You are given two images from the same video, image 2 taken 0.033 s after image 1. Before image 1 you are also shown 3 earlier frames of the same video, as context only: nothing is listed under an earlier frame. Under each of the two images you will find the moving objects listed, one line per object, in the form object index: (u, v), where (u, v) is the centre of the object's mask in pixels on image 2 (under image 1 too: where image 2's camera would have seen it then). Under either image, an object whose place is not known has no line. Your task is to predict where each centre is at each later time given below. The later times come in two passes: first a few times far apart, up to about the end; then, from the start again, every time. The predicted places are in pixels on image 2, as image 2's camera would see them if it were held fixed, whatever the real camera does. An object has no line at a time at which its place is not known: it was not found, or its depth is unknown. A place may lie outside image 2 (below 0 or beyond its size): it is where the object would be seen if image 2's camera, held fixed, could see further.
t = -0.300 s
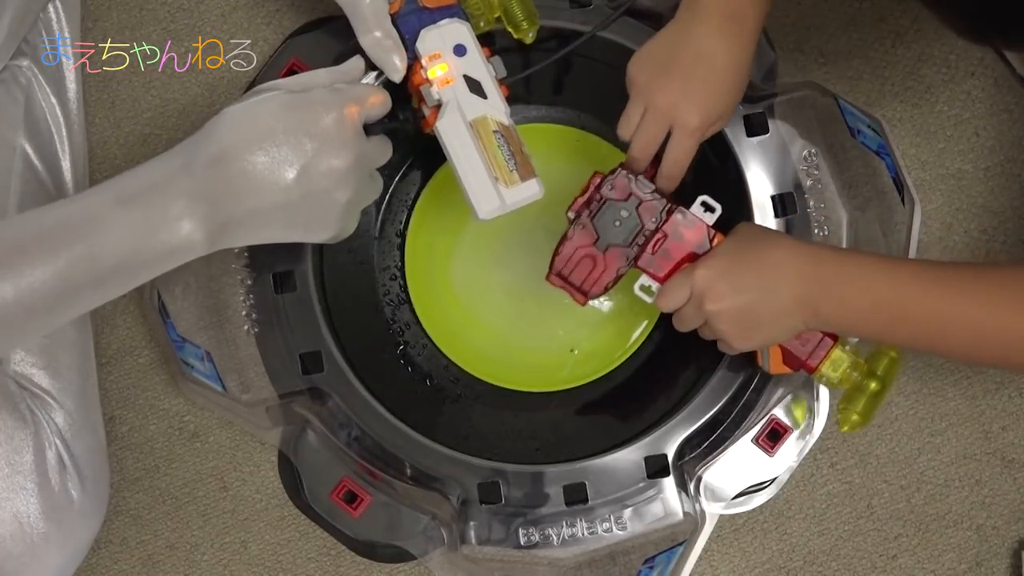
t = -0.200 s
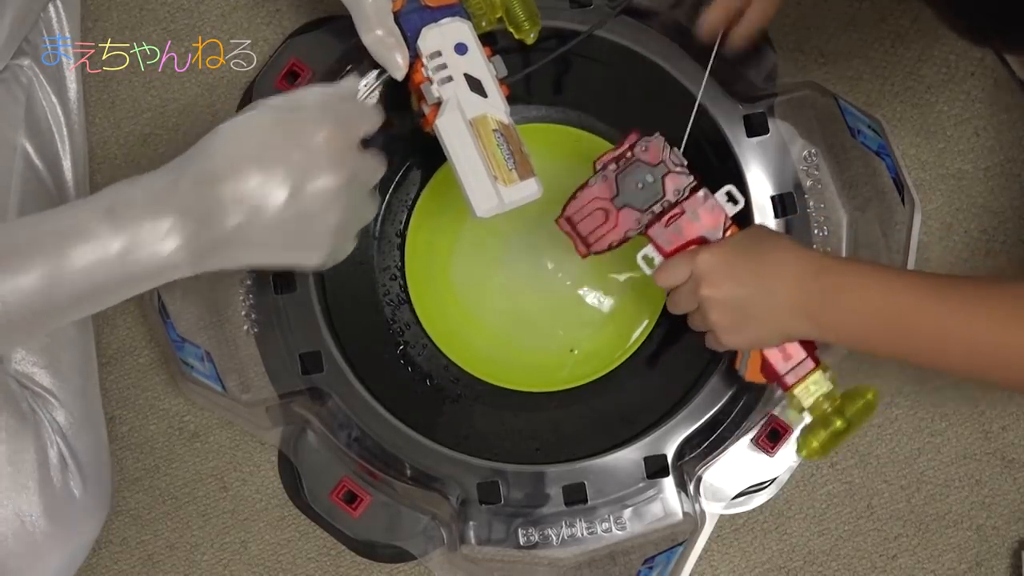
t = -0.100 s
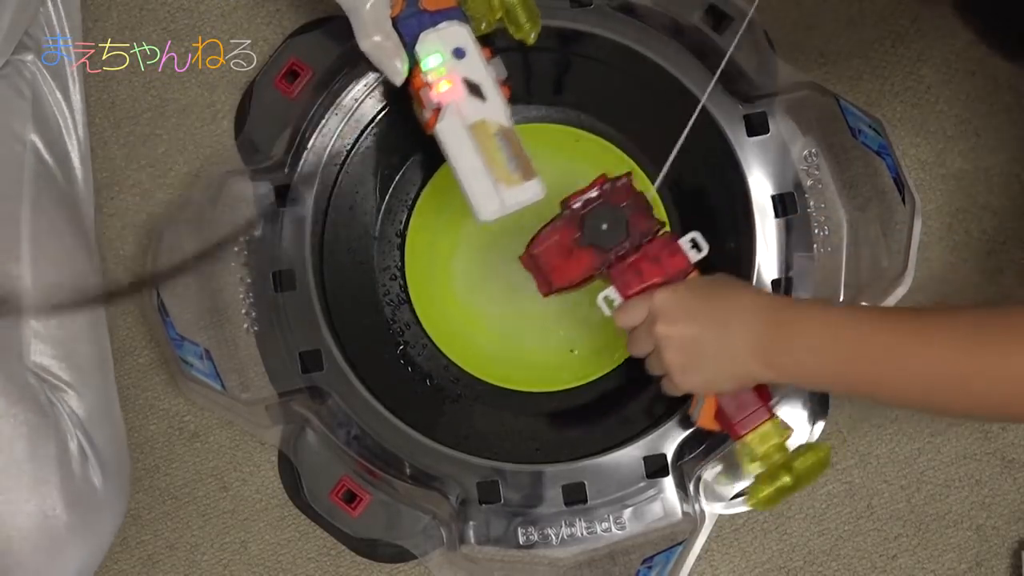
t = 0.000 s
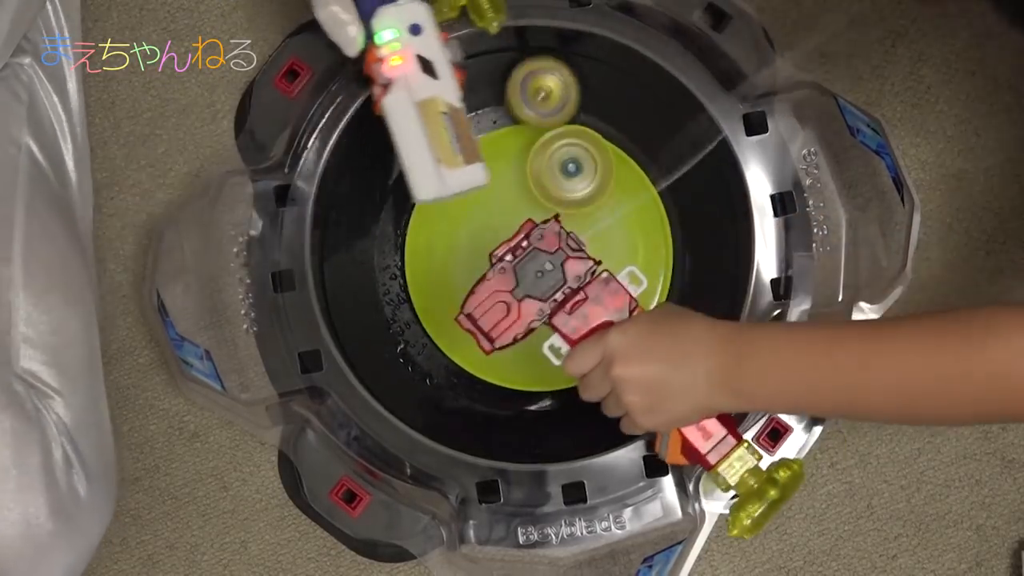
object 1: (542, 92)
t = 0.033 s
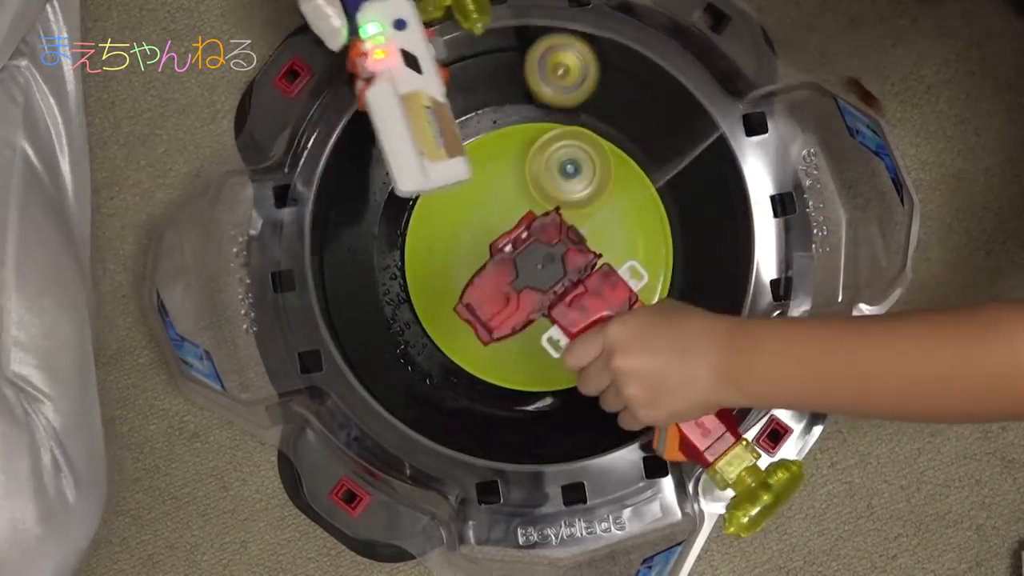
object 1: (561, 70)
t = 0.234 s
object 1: (594, 87)
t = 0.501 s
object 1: (605, 109)
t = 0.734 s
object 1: (572, 92)
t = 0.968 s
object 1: (481, 117)
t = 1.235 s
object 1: (425, 154)
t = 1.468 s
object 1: (454, 184)
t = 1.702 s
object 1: (427, 196)
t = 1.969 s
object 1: (407, 259)
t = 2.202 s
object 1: (417, 289)
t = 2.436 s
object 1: (411, 275)
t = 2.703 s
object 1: (410, 261)
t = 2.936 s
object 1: (410, 258)
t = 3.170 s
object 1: (411, 265)
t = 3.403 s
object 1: (411, 272)
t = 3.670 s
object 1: (415, 285)
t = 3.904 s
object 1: (425, 311)
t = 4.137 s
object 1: (435, 324)
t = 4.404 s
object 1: (426, 311)
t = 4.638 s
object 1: (415, 286)
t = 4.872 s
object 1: (413, 276)
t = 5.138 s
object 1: (417, 292)
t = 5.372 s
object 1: (421, 304)
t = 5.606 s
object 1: (420, 299)
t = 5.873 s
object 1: (415, 280)
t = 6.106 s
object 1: (412, 272)
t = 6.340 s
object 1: (415, 285)
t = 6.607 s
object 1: (420, 299)
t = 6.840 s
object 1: (418, 296)
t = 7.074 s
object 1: (414, 284)
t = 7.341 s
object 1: (414, 283)
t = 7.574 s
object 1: (415, 286)
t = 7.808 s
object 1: (415, 289)
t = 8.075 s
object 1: (414, 288)
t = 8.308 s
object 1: (415, 278)
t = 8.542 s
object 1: (412, 275)
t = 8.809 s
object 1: (414, 282)
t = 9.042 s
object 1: (417, 294)
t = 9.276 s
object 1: (422, 304)
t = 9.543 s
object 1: (422, 306)
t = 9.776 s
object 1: (419, 300)
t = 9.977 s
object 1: (416, 287)
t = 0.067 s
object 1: (579, 49)
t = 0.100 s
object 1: (598, 32)
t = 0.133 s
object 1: (605, 32)
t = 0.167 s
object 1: (602, 46)
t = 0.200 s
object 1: (591, 81)
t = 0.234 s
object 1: (594, 87)
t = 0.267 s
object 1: (602, 83)
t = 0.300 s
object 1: (607, 83)
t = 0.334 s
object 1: (610, 86)
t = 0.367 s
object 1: (610, 92)
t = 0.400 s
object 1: (609, 101)
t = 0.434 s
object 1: (604, 113)
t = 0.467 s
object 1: (603, 115)
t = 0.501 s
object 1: (605, 109)
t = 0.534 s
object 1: (605, 107)
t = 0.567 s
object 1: (602, 107)
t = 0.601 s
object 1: (596, 110)
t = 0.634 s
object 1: (588, 115)
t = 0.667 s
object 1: (585, 106)
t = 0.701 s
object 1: (580, 98)
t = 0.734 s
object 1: (572, 92)
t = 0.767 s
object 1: (562, 90)
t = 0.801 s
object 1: (550, 90)
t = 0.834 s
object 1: (537, 93)
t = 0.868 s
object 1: (522, 99)
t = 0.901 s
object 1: (507, 107)
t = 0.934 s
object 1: (493, 113)
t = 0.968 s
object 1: (481, 117)
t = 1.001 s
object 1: (474, 116)
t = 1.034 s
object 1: (469, 113)
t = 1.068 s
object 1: (463, 112)
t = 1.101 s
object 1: (454, 115)
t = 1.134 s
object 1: (443, 122)
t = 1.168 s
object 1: (433, 133)
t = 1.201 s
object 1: (426, 145)
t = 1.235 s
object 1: (425, 154)
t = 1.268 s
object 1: (429, 159)
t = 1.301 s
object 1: (437, 162)
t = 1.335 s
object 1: (444, 164)
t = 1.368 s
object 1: (449, 170)
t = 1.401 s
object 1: (452, 175)
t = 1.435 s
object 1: (454, 180)
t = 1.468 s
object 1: (454, 184)
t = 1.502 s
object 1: (453, 187)
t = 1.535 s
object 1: (452, 190)
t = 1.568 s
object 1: (449, 192)
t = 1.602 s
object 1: (445, 194)
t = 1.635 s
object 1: (440, 195)
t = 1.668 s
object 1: (434, 196)
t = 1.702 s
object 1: (427, 196)
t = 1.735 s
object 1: (420, 197)
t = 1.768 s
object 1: (419, 205)
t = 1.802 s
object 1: (421, 215)
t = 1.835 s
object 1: (420, 224)
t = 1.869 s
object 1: (418, 233)
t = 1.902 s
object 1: (413, 241)
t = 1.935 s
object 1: (408, 250)
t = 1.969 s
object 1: (407, 259)
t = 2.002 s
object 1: (411, 270)
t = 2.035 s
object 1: (415, 281)
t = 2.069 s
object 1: (416, 291)
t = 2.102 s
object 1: (415, 294)
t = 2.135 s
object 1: (417, 293)
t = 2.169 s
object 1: (418, 291)
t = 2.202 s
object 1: (417, 289)
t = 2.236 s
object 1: (414, 287)
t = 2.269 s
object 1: (413, 285)
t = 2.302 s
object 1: (413, 282)
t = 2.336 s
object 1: (412, 280)
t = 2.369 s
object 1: (412, 278)
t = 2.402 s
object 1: (411, 277)
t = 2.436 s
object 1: (411, 275)
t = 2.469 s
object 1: (411, 273)
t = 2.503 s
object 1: (411, 272)
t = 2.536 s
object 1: (410, 270)
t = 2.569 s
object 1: (411, 268)
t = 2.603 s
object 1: (410, 266)
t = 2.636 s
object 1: (410, 264)
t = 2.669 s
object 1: (410, 263)
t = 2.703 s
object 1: (410, 261)
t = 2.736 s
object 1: (410, 260)
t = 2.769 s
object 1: (410, 259)
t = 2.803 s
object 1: (410, 258)
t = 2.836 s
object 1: (410, 257)
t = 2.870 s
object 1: (410, 257)
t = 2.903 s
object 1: (410, 257)
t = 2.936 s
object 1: (410, 258)
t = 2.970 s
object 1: (410, 259)
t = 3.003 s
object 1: (410, 260)
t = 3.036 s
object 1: (410, 260)
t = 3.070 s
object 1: (410, 261)
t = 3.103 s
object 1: (410, 263)
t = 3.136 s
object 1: (411, 264)
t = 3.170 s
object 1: (411, 265)
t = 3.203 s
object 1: (411, 266)
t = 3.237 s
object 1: (411, 267)
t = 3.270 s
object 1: (411, 269)
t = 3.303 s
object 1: (411, 269)
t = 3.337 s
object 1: (411, 271)
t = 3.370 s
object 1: (411, 271)
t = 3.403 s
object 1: (411, 272)
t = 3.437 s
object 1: (411, 273)
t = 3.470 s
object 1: (411, 273)
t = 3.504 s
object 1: (412, 275)
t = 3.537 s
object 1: (412, 276)
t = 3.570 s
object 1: (412, 278)
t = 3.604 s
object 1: (413, 280)
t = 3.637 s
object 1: (413, 282)
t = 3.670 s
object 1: (415, 285)
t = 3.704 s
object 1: (415, 289)
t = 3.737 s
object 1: (416, 292)
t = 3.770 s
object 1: (418, 296)
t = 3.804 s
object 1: (420, 300)
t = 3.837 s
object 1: (421, 304)
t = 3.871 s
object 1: (423, 307)
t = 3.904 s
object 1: (425, 311)
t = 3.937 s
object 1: (426, 314)
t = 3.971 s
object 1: (428, 317)
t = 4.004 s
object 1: (430, 320)
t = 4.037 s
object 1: (431, 322)
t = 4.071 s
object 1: (433, 323)
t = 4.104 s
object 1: (434, 325)
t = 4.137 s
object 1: (435, 324)
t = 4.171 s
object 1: (434, 323)
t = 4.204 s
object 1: (432, 322)
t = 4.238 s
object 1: (431, 321)
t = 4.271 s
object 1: (431, 320)
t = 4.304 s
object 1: (430, 319)
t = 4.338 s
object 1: (427, 317)
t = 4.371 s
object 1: (427, 314)
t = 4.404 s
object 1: (426, 311)
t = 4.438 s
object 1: (423, 308)
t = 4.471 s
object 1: (422, 304)
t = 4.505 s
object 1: (420, 301)
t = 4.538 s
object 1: (418, 297)
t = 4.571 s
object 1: (418, 293)
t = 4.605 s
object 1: (416, 290)
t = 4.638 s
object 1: (415, 286)
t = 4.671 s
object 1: (414, 282)
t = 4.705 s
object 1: (413, 279)
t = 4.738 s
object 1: (413, 277)
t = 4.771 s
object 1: (412, 276)
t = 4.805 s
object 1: (413, 276)
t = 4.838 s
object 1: (413, 276)
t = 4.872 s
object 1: (413, 276)
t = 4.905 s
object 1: (413, 277)
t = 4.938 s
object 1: (413, 278)
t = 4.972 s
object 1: (414, 279)
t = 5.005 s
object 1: (414, 281)
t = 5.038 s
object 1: (415, 284)
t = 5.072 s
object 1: (415, 287)
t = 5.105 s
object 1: (416, 289)
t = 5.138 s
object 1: (417, 292)
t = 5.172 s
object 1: (417, 294)
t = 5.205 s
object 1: (419, 296)
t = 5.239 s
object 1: (420, 299)
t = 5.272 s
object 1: (420, 301)
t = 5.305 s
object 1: (422, 302)
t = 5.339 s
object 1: (422, 303)
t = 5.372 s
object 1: (421, 304)
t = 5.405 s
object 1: (422, 304)
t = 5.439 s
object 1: (421, 304)
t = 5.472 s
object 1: (421, 304)
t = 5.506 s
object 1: (421, 303)
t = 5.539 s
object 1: (420, 302)
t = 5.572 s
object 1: (420, 301)
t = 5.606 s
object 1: (420, 299)
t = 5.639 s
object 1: (419, 297)
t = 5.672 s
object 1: (418, 295)
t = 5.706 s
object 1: (417, 293)
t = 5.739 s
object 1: (417, 291)
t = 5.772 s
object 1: (417, 288)
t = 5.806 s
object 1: (414, 286)
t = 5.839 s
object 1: (415, 283)
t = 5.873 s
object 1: (415, 280)
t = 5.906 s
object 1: (413, 278)
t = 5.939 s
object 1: (414, 276)
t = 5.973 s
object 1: (414, 274)
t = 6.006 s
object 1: (412, 272)
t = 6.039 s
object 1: (412, 271)
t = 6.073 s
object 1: (413, 272)
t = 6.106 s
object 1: (412, 272)
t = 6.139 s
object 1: (413, 273)
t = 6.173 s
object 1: (414, 275)
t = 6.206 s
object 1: (413, 276)
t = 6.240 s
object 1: (413, 277)
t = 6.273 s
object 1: (415, 279)
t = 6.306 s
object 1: (415, 282)
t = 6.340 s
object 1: (415, 285)
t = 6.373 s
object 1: (418, 287)
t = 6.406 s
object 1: (419, 290)
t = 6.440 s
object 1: (417, 292)
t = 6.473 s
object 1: (417, 294)
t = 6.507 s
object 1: (420, 296)
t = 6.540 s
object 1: (420, 297)
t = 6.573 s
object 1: (419, 299)
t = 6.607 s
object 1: (420, 299)
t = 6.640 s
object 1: (421, 300)
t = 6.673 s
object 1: (420, 300)
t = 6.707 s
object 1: (419, 300)
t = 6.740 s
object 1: (420, 299)
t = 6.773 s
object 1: (419, 299)
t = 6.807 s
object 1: (419, 297)
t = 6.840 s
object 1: (418, 296)
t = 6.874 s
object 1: (417, 294)
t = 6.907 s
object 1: (417, 293)
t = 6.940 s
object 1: (416, 290)
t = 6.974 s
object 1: (416, 289)
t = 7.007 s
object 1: (415, 287)
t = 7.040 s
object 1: (415, 286)
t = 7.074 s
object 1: (414, 284)
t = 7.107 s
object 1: (414, 283)
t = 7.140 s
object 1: (414, 282)
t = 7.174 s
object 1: (413, 281)
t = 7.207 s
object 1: (413, 281)
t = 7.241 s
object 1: (413, 281)
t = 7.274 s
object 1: (414, 282)
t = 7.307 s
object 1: (414, 282)
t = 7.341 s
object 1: (414, 283)
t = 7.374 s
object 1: (414, 284)
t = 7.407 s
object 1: (414, 285)
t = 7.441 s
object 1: (416, 285)
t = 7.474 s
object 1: (416, 285)
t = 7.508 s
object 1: (414, 286)
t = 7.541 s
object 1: (415, 285)
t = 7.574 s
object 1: (415, 286)
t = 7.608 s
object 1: (414, 286)
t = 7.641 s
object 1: (415, 286)
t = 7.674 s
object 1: (415, 287)
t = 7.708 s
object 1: (414, 287)
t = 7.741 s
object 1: (416, 288)
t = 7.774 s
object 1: (415, 289)
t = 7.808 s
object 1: (415, 289)
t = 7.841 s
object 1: (417, 290)
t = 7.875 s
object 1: (416, 291)
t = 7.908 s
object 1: (415, 291)
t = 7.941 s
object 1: (416, 291)
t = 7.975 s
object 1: (418, 290)
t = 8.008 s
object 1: (419, 290)
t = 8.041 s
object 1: (417, 289)
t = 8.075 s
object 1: (414, 288)
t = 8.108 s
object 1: (415, 286)
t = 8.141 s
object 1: (416, 285)
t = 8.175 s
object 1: (415, 284)
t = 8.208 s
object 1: (413, 282)
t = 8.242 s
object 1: (414, 281)
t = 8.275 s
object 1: (415, 280)
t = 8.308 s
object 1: (415, 278)
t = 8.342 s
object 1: (413, 278)
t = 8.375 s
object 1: (412, 276)
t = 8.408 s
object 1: (413, 276)
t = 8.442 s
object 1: (412, 276)
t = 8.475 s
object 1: (412, 276)
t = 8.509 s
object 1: (412, 275)
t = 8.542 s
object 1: (412, 275)
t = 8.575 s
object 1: (412, 275)
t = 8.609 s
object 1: (412, 276)
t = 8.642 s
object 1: (413, 276)
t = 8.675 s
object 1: (412, 276)
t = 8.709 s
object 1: (413, 278)
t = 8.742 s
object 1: (413, 279)
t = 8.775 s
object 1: (414, 280)
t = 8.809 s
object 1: (414, 282)
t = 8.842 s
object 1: (415, 284)
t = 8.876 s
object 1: (414, 285)
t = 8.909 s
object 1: (415, 287)
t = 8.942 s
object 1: (416, 289)
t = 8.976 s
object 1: (416, 291)
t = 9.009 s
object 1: (417, 293)
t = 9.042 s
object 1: (417, 294)
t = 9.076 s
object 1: (418, 296)
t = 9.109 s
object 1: (419, 298)
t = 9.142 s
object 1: (420, 300)
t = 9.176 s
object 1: (420, 301)
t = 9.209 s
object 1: (421, 302)
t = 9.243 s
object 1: (420, 303)
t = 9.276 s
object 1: (422, 304)
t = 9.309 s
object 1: (422, 305)
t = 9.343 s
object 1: (422, 305)
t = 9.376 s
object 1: (422, 305)
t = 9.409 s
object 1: (422, 305)
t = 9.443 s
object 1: (422, 305)
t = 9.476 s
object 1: (422, 305)
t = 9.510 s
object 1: (422, 305)
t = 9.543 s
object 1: (422, 306)
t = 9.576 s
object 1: (422, 305)
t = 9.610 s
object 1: (422, 304)
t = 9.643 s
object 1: (421, 304)
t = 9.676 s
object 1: (421, 303)
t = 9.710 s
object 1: (421, 302)
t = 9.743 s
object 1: (421, 301)
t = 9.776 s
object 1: (419, 300)
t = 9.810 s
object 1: (419, 298)
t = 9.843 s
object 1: (418, 296)
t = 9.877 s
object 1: (417, 293)
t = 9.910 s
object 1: (417, 291)
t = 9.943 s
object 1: (416, 289)
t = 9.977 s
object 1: (416, 287)
